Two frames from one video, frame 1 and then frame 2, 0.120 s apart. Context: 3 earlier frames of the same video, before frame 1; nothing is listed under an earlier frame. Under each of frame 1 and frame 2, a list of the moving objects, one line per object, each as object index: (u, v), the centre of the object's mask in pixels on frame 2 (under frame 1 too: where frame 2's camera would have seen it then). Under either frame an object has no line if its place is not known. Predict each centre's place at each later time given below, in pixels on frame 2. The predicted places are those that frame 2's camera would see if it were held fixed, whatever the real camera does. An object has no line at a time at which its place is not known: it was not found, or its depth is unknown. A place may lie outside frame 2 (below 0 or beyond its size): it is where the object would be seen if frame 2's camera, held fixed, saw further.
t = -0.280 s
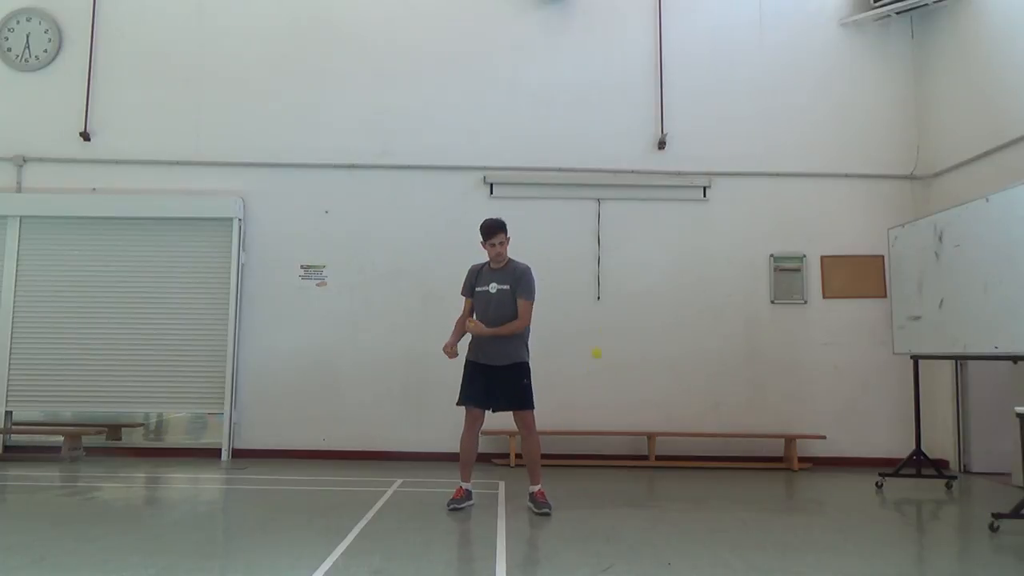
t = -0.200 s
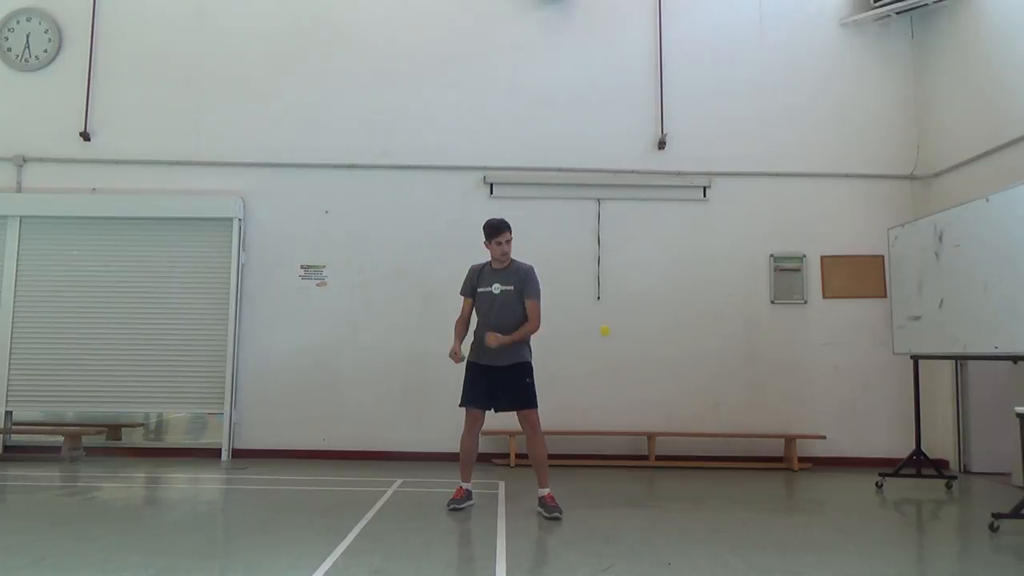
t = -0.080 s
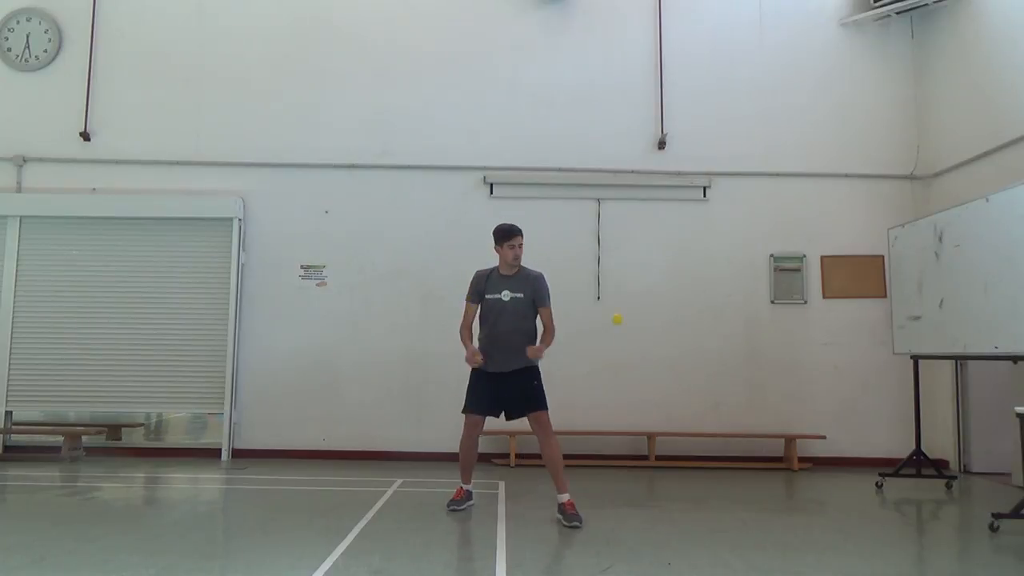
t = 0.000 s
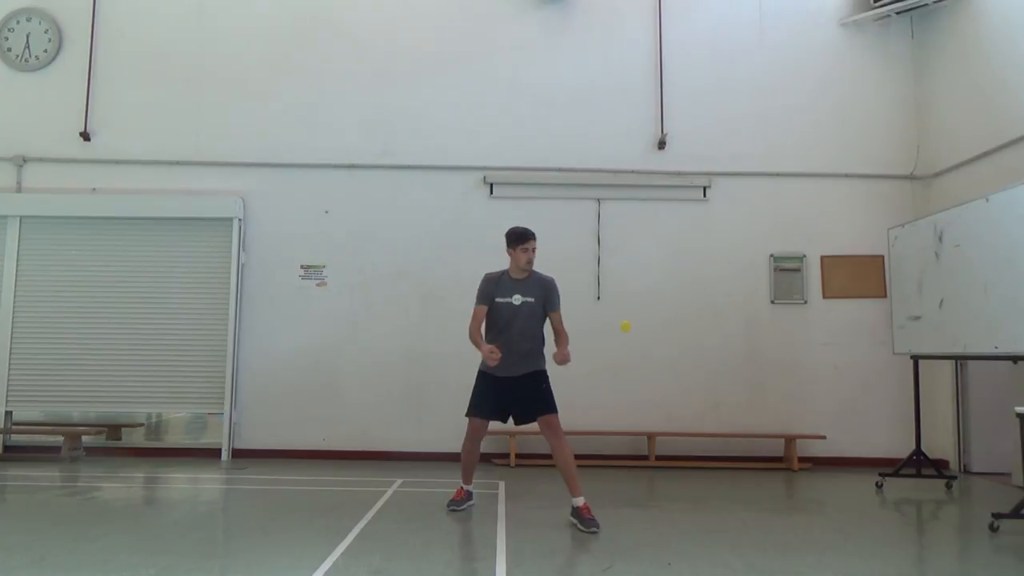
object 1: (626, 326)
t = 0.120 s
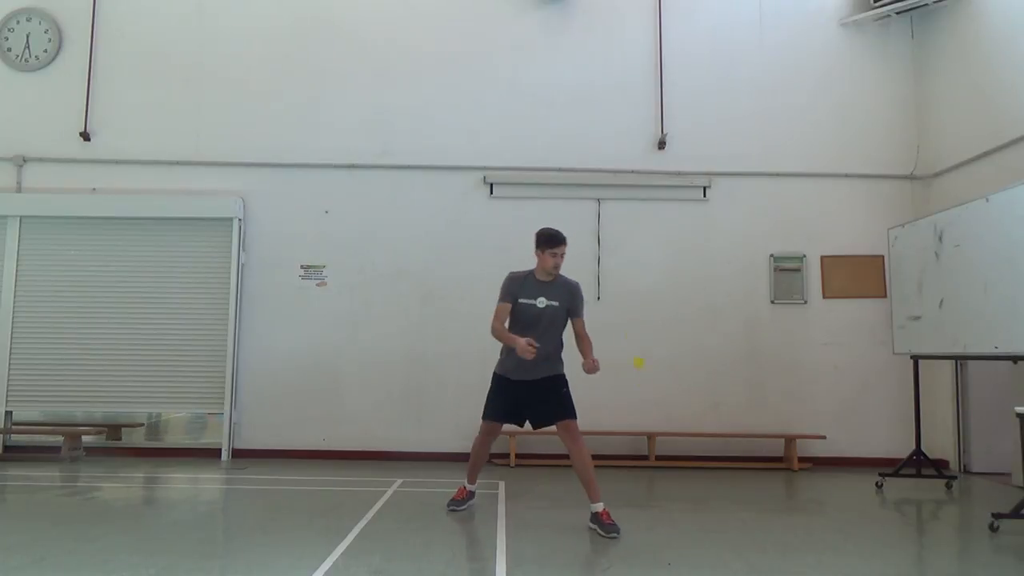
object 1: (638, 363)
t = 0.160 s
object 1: (643, 381)
